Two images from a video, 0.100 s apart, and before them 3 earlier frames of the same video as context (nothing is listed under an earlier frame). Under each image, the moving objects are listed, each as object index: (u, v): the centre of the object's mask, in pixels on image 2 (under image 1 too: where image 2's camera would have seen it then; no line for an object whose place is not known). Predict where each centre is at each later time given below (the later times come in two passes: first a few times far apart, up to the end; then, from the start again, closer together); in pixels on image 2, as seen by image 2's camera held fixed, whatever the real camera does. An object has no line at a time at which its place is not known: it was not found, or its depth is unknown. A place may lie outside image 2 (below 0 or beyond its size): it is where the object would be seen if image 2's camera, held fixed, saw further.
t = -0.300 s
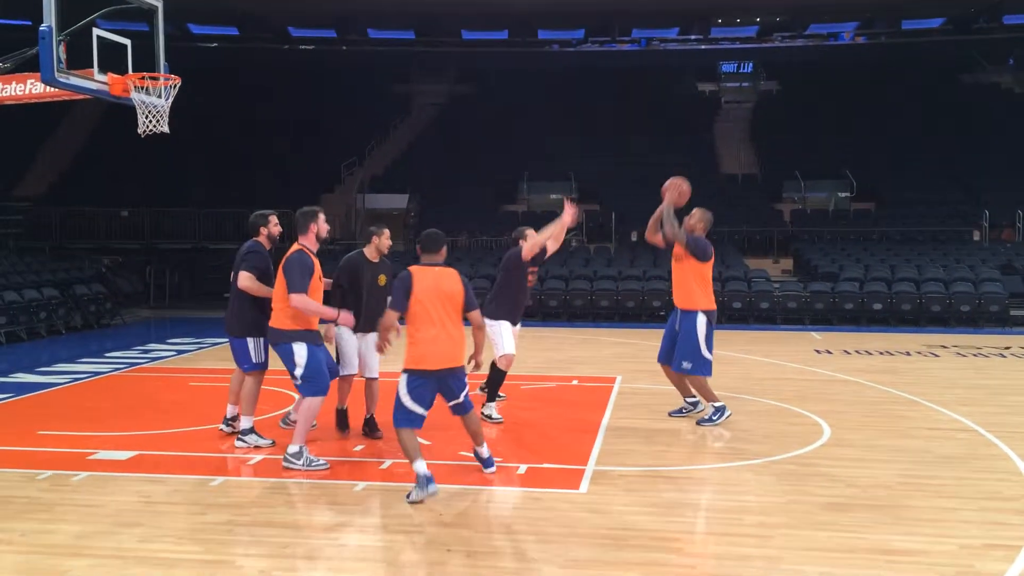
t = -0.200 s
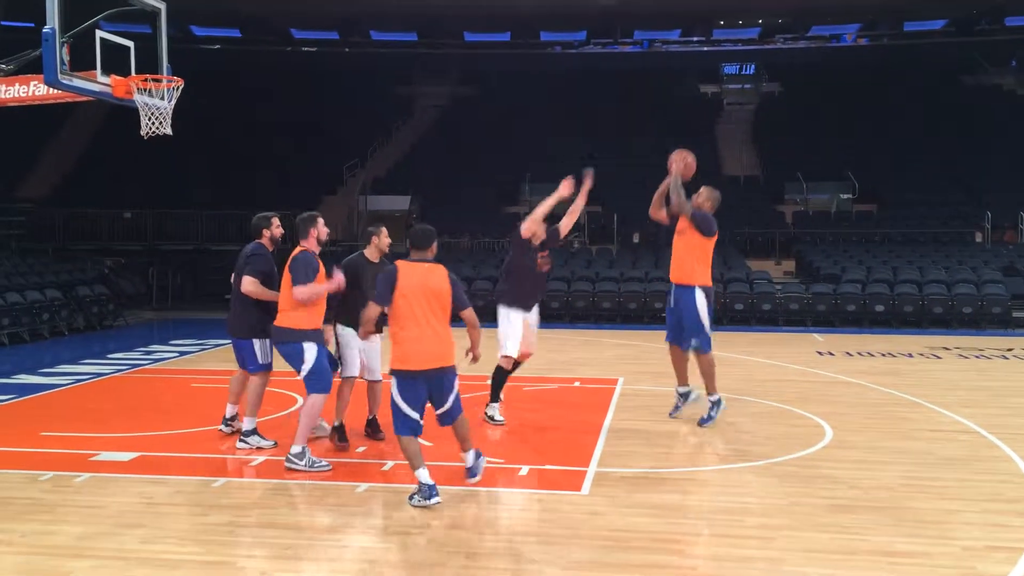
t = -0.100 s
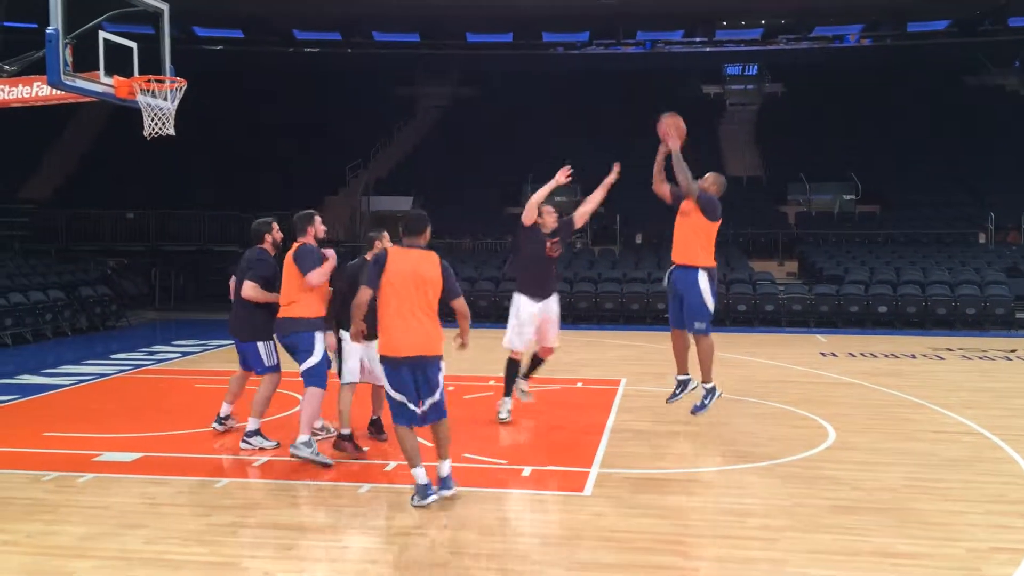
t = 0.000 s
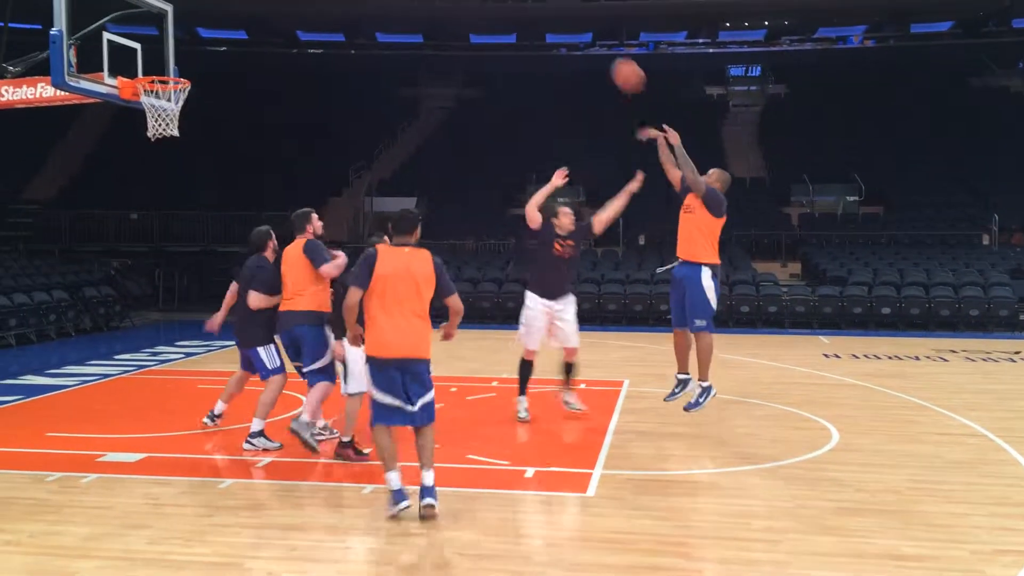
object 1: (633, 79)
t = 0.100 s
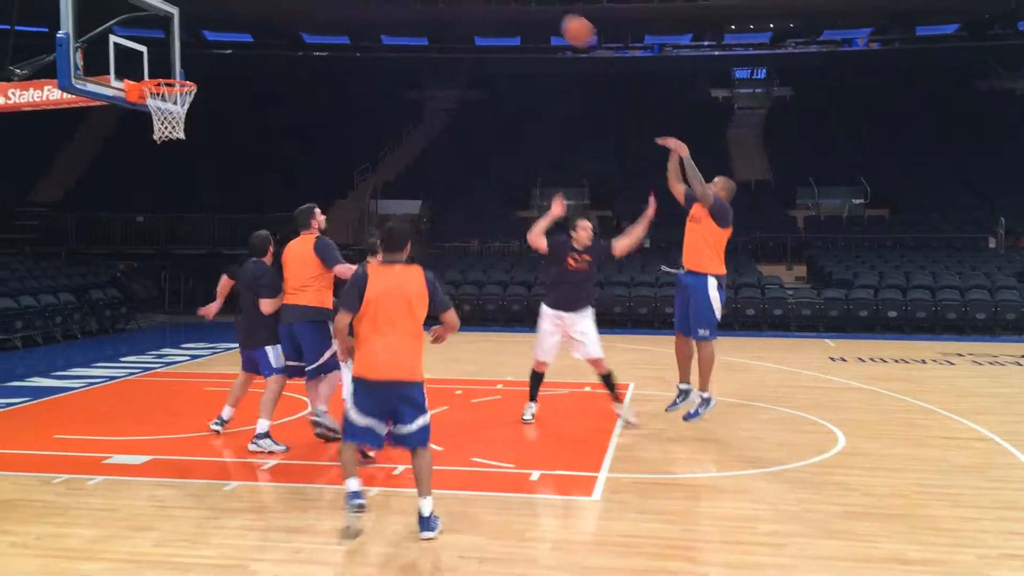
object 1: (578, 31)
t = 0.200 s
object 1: (526, 3)
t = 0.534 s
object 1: (361, -21)
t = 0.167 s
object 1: (542, 9)
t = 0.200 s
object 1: (526, 3)
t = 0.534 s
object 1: (361, -21)
